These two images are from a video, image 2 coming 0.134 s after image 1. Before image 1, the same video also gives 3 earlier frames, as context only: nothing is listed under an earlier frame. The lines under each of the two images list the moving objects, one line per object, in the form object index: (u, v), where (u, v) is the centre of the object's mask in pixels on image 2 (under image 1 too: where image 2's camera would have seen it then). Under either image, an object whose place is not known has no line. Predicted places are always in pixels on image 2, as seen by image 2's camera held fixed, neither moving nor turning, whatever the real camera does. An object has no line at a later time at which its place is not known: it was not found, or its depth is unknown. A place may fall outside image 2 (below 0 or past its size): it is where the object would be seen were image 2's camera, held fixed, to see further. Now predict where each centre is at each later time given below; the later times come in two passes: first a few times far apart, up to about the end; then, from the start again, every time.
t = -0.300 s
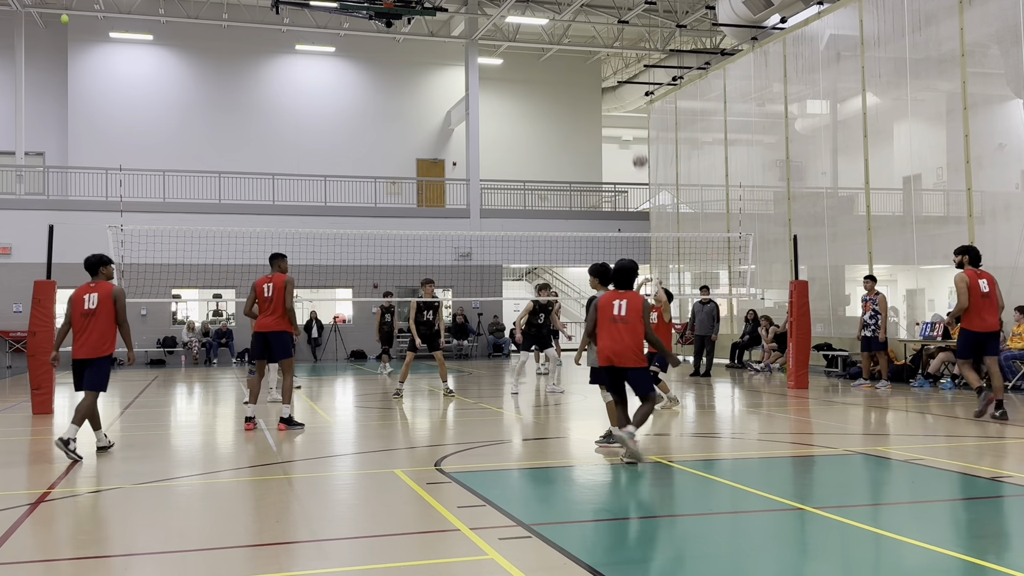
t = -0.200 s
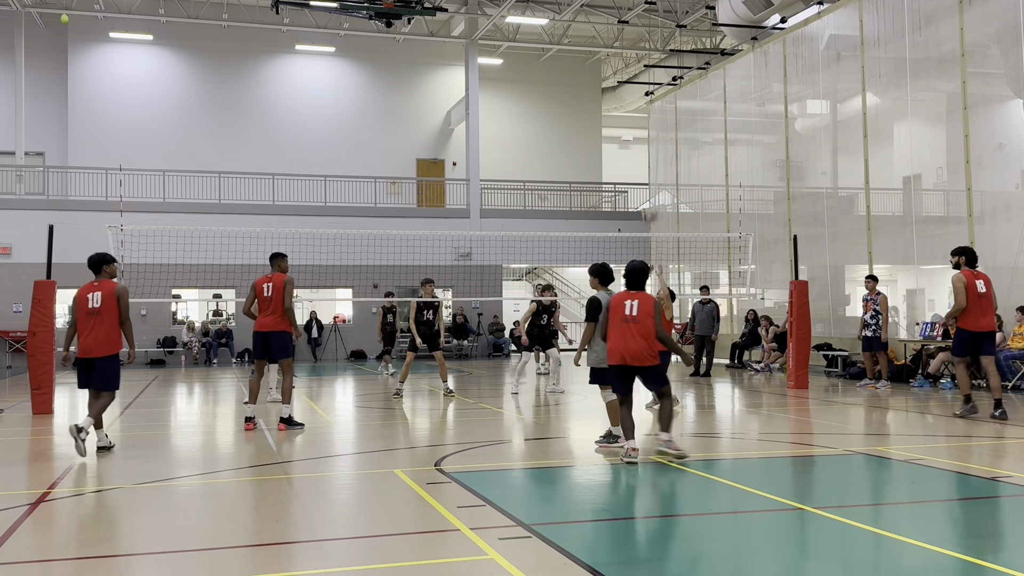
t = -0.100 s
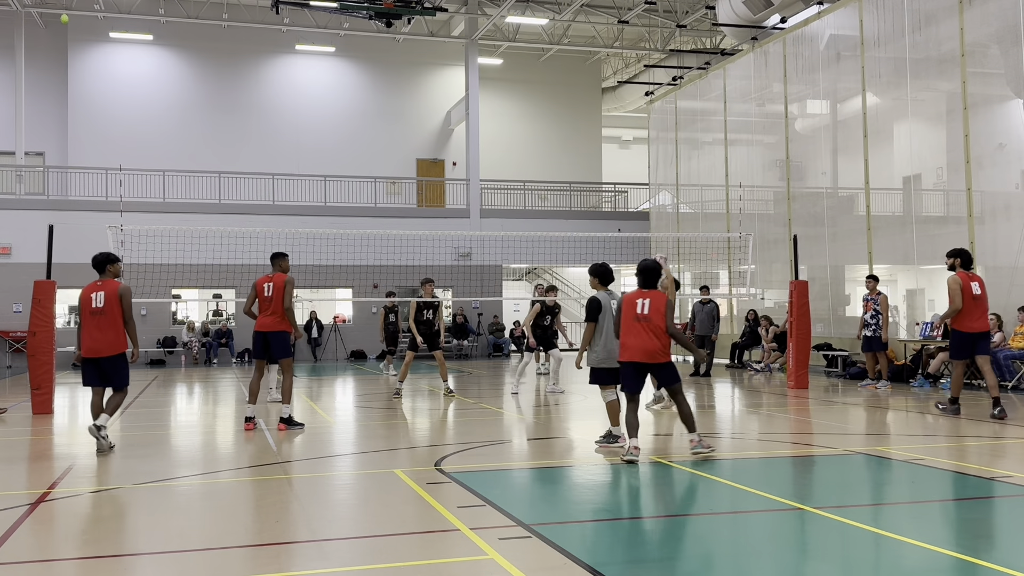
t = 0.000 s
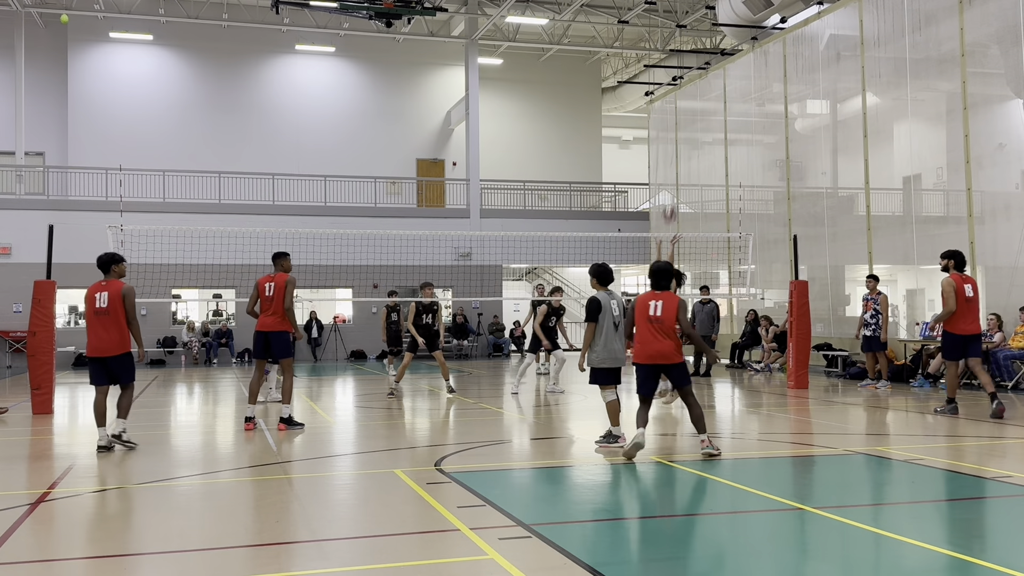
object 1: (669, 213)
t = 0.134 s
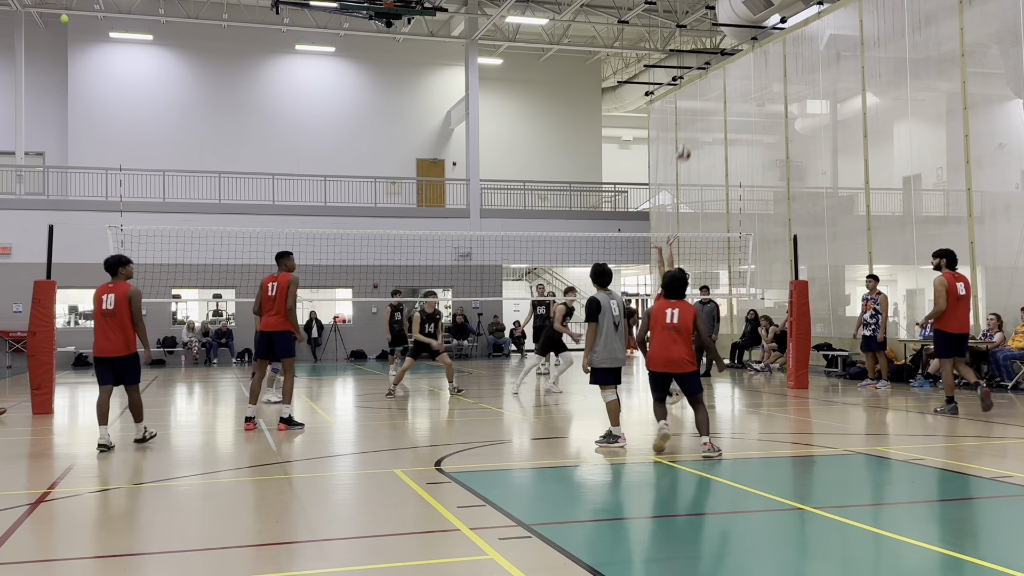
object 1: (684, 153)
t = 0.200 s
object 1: (690, 128)
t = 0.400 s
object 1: (710, 77)
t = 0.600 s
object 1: (728, 57)
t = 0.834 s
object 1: (749, 70)
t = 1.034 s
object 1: (767, 110)
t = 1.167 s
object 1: (778, 152)
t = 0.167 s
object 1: (686, 140)
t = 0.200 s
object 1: (690, 128)
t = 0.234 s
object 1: (693, 118)
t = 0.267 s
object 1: (697, 108)
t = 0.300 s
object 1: (700, 98)
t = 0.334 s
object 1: (703, 91)
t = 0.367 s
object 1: (707, 83)
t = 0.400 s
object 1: (710, 77)
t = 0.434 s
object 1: (713, 71)
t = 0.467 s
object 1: (716, 66)
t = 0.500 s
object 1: (719, 63)
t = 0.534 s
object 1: (722, 60)
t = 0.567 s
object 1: (725, 58)
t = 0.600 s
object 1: (728, 57)
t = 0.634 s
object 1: (732, 56)
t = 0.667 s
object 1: (735, 56)
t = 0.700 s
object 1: (738, 57)
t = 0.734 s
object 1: (741, 59)
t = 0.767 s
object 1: (743, 62)
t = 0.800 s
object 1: (747, 66)
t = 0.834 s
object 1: (749, 70)
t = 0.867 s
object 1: (753, 75)
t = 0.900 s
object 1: (755, 80)
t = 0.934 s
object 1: (758, 87)
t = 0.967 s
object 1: (761, 94)
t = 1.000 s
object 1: (764, 101)
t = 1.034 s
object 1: (767, 110)
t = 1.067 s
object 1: (769, 119)
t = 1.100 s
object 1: (772, 129)
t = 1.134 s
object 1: (775, 140)
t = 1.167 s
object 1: (778, 152)
